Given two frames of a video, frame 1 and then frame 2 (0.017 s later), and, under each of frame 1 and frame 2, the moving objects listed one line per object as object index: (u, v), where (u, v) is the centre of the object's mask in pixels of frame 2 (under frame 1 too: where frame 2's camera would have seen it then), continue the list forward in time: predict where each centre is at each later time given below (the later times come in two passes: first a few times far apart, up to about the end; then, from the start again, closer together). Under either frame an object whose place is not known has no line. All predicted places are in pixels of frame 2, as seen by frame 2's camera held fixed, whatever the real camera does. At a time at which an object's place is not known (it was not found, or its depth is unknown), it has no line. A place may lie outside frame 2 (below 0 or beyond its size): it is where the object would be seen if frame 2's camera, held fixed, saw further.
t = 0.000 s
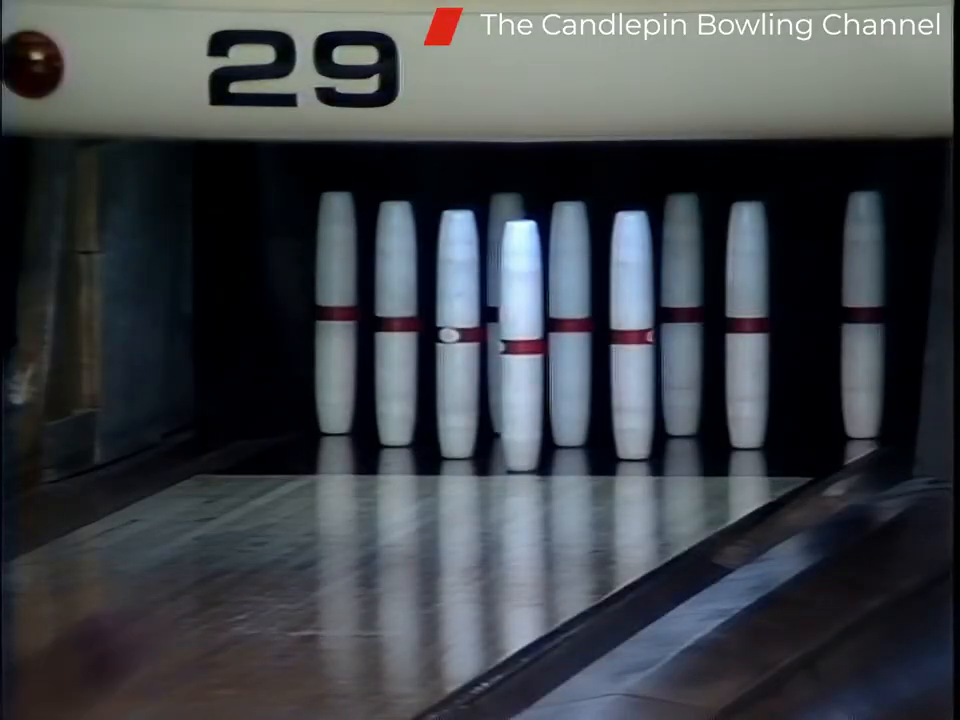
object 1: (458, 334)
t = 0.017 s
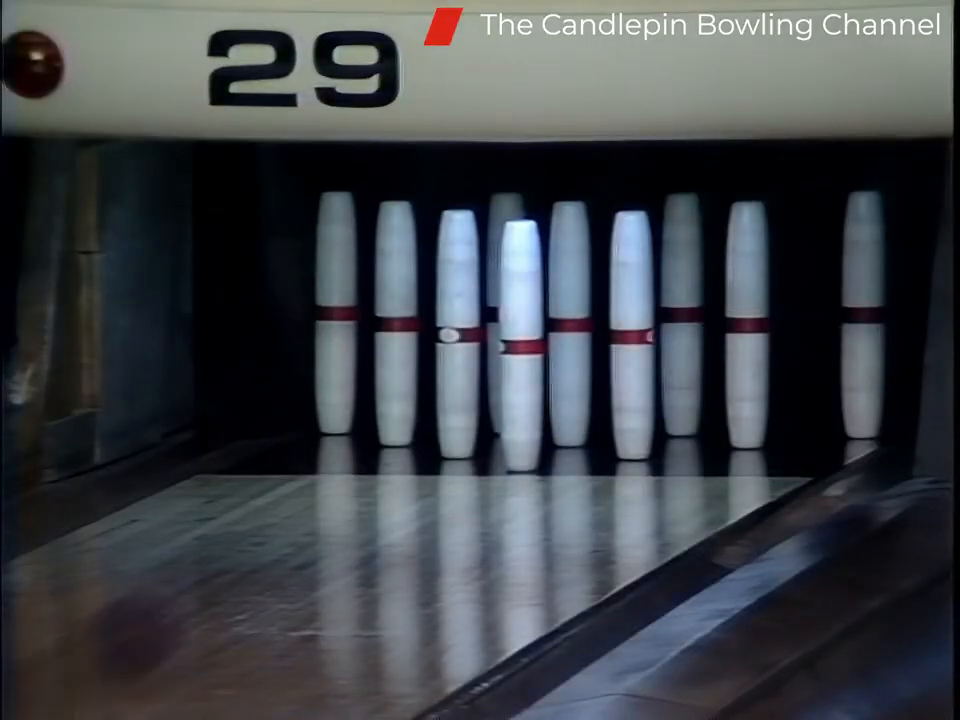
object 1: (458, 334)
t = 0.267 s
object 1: (457, 335)
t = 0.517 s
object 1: (279, 415)
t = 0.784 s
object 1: (324, 430)
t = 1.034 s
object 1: (403, 430)
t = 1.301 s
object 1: (458, 431)
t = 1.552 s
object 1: (488, 432)
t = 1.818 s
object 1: (496, 432)
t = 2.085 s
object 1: (496, 433)
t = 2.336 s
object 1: (495, 433)
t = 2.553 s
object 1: (495, 433)
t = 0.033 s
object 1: (458, 334)
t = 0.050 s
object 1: (458, 334)
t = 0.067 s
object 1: (458, 334)
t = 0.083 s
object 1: (458, 333)
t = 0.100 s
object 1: (458, 334)
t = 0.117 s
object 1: (458, 334)
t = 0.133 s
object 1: (458, 334)
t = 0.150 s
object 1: (458, 334)
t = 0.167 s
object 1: (458, 334)
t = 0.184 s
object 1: (458, 333)
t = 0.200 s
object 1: (457, 330)
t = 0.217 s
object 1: (457, 329)
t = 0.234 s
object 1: (457, 333)
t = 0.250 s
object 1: (458, 334)
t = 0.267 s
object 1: (457, 335)
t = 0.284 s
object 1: (456, 336)
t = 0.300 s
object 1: (450, 345)
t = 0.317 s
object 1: (446, 348)
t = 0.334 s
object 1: (423, 332)
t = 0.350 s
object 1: (413, 332)
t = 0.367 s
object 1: (401, 341)
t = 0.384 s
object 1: (383, 351)
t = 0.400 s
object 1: (372, 362)
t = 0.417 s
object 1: (363, 370)
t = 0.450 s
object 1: (335, 398)
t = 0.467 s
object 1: (317, 403)
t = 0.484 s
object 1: (304, 410)
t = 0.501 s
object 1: (286, 411)
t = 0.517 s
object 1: (279, 415)
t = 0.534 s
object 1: (266, 412)
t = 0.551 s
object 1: (257, 408)
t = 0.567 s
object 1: (247, 407)
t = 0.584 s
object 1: (238, 406)
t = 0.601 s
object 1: (246, 403)
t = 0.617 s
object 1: (253, 401)
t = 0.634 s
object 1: (261, 400)
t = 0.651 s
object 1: (268, 400)
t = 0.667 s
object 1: (276, 401)
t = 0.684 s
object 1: (284, 403)
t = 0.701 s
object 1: (291, 407)
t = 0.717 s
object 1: (299, 411)
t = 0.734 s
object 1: (305, 415)
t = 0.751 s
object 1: (313, 419)
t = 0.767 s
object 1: (318, 425)
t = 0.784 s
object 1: (324, 430)
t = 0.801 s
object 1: (330, 427)
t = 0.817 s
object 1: (337, 424)
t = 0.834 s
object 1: (342, 424)
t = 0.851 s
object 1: (347, 424)
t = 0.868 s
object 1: (352, 427)
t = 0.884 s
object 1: (359, 430)
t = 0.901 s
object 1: (365, 430)
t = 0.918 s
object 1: (370, 430)
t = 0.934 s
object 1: (375, 430)
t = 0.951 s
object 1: (380, 429)
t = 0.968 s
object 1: (383, 431)
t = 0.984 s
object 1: (389, 432)
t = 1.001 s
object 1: (393, 431)
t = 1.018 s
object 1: (399, 430)
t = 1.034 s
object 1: (403, 430)
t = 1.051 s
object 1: (407, 430)
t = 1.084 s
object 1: (415, 432)
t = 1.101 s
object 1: (419, 431)
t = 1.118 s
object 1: (423, 431)
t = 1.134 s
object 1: (427, 431)
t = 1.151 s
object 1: (431, 431)
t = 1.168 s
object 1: (434, 431)
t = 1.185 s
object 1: (437, 432)
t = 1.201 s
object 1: (442, 431)
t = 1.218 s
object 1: (445, 430)
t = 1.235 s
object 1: (448, 431)
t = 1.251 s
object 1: (451, 432)
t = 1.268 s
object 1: (454, 432)
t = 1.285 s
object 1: (456, 431)
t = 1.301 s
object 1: (458, 431)
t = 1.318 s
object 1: (461, 431)
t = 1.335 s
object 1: (463, 432)
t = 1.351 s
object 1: (466, 432)
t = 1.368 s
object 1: (467, 431)
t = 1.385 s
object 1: (469, 431)
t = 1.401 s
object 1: (472, 432)
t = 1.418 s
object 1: (475, 432)
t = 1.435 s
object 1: (476, 432)
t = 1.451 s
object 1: (478, 431)
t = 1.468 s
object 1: (479, 432)
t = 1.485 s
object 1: (482, 432)
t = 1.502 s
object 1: (483, 432)
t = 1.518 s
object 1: (485, 432)
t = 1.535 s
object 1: (487, 432)
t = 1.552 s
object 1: (488, 432)
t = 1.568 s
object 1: (489, 432)
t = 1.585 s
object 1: (490, 432)
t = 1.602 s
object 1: (491, 432)
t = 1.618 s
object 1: (491, 432)
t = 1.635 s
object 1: (492, 432)
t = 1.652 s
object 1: (493, 432)
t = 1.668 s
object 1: (494, 432)
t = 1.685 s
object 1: (494, 432)
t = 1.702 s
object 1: (495, 432)
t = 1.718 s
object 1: (495, 432)
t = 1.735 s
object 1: (495, 432)
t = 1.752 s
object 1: (495, 432)
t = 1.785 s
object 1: (496, 433)
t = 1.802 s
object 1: (496, 433)
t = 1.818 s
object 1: (496, 432)
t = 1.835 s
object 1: (496, 432)
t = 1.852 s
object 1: (496, 432)
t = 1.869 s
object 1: (496, 432)
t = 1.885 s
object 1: (496, 432)
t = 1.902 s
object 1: (496, 433)
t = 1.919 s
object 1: (496, 433)
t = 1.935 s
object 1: (495, 433)
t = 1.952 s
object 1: (496, 432)
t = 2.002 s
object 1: (496, 433)
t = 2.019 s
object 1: (496, 433)
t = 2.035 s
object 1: (496, 433)
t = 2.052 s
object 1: (496, 433)
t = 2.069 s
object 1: (496, 433)
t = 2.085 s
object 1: (496, 433)
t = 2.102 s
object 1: (496, 433)
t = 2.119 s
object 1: (496, 433)
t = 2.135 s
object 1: (496, 433)
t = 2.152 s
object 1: (496, 433)
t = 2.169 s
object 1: (496, 433)
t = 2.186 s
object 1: (496, 433)
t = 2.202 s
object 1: (496, 433)
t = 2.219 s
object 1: (495, 433)
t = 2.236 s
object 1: (496, 433)
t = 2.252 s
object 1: (496, 433)
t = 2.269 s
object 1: (495, 433)
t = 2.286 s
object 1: (495, 433)
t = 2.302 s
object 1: (495, 433)
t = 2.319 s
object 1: (495, 433)
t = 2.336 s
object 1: (495, 433)
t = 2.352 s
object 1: (495, 433)
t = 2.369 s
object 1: (495, 433)
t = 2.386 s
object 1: (495, 433)
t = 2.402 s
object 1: (495, 433)
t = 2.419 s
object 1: (495, 433)
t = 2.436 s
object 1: (495, 433)
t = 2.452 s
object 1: (495, 433)
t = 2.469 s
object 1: (495, 433)
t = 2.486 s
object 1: (495, 433)
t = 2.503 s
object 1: (495, 433)
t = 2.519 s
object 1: (495, 433)
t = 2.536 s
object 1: (495, 433)
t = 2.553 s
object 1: (495, 433)
